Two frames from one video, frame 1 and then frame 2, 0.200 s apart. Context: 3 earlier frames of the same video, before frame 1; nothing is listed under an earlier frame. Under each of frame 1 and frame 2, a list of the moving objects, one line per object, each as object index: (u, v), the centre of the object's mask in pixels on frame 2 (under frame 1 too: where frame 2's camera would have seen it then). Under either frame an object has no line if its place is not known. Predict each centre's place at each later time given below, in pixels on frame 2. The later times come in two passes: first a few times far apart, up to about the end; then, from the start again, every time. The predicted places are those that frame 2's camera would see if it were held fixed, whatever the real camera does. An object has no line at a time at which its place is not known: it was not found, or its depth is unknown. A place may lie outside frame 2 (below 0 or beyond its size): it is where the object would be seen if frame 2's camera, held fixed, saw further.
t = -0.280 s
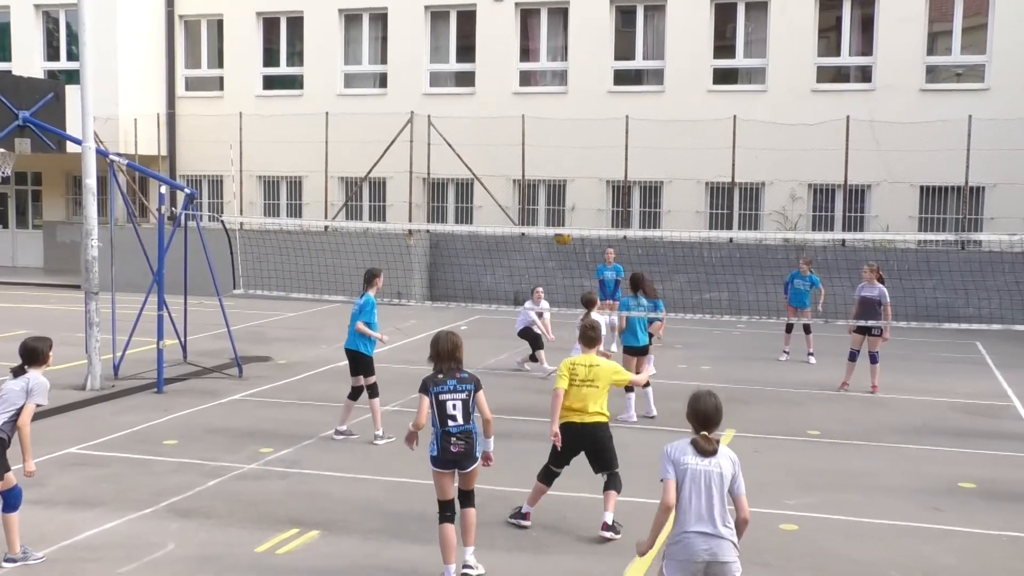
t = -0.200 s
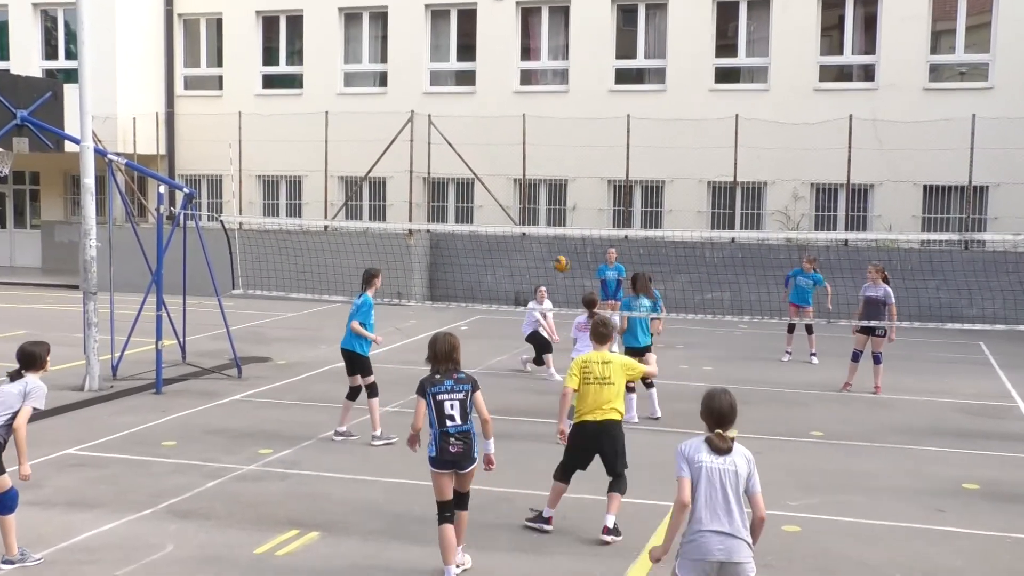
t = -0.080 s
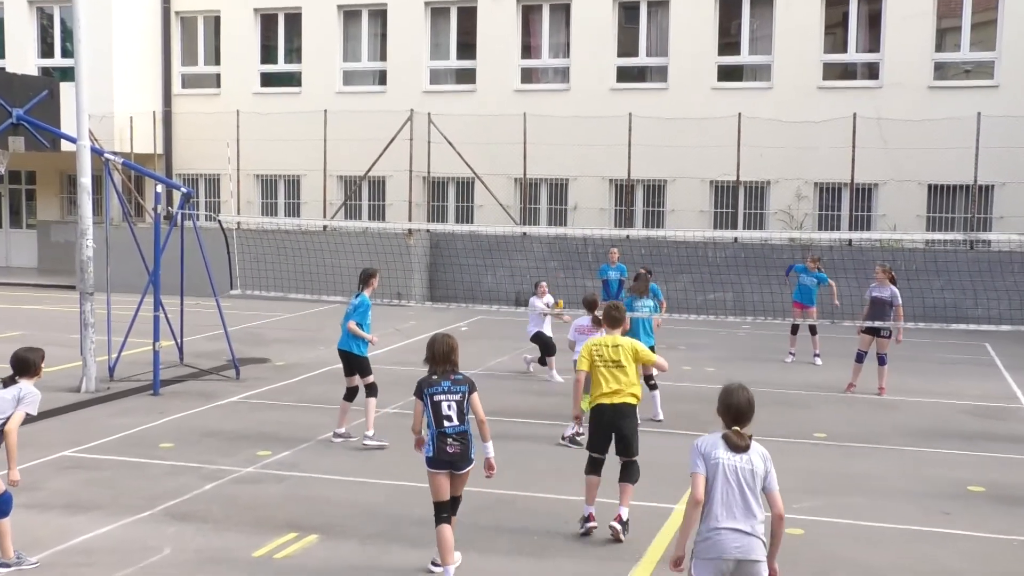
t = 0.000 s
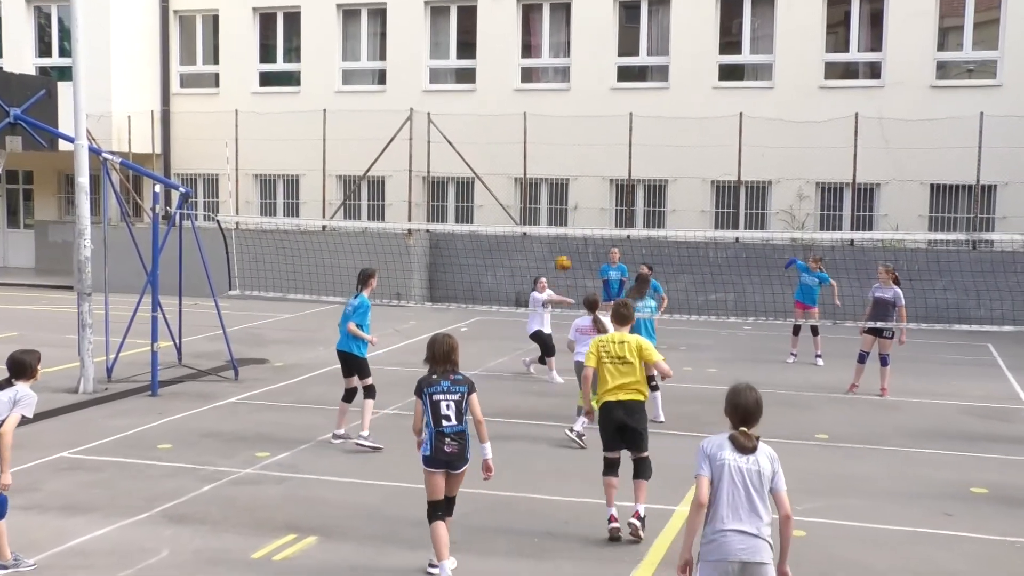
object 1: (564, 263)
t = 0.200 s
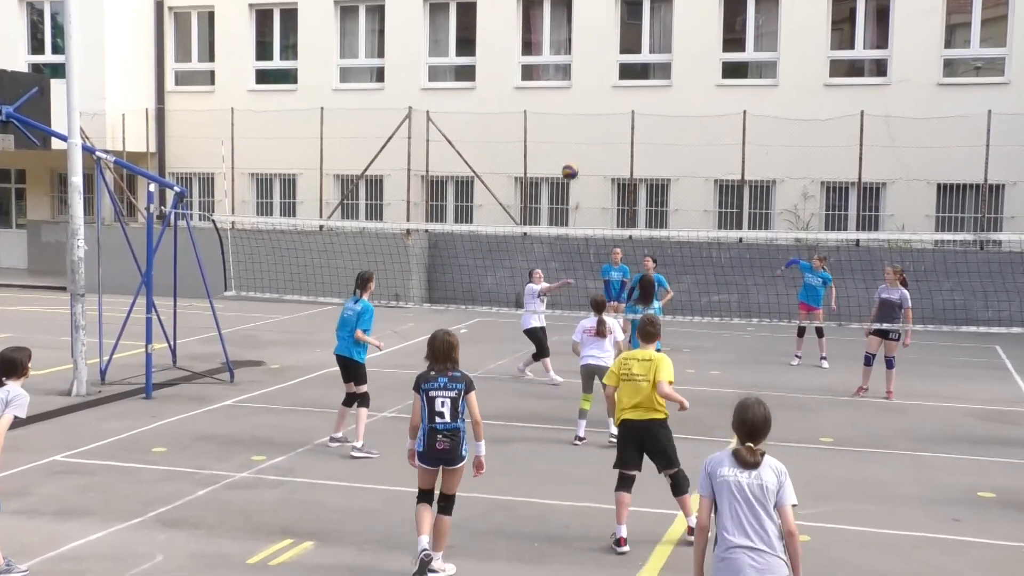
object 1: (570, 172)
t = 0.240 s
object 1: (571, 157)
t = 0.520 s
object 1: (579, 86)
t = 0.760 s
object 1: (585, 76)
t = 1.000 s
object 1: (589, 115)
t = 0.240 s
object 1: (571, 157)
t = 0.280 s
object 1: (573, 143)
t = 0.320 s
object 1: (574, 130)
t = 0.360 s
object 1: (575, 119)
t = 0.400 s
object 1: (576, 109)
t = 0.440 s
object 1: (577, 100)
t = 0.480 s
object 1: (578, 92)
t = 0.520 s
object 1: (579, 86)
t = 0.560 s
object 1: (581, 81)
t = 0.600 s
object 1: (582, 77)
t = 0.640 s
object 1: (582, 75)
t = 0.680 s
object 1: (584, 74)
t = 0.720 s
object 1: (585, 74)
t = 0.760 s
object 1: (585, 76)
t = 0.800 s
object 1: (586, 79)
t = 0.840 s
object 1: (587, 83)
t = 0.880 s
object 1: (588, 89)
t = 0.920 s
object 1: (588, 96)
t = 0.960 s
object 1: (589, 105)
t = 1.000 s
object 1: (589, 115)
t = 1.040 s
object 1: (590, 126)
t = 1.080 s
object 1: (590, 139)
